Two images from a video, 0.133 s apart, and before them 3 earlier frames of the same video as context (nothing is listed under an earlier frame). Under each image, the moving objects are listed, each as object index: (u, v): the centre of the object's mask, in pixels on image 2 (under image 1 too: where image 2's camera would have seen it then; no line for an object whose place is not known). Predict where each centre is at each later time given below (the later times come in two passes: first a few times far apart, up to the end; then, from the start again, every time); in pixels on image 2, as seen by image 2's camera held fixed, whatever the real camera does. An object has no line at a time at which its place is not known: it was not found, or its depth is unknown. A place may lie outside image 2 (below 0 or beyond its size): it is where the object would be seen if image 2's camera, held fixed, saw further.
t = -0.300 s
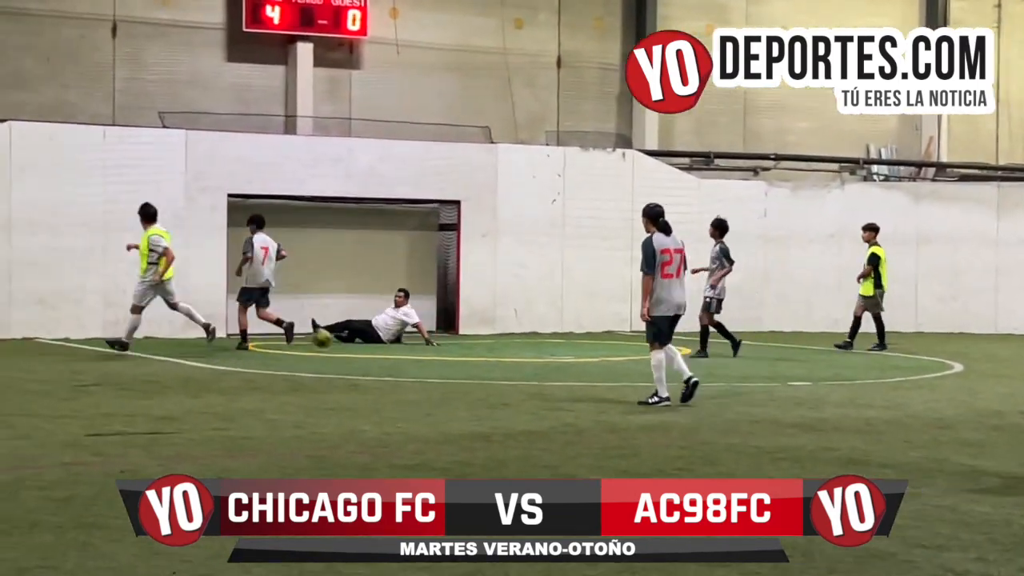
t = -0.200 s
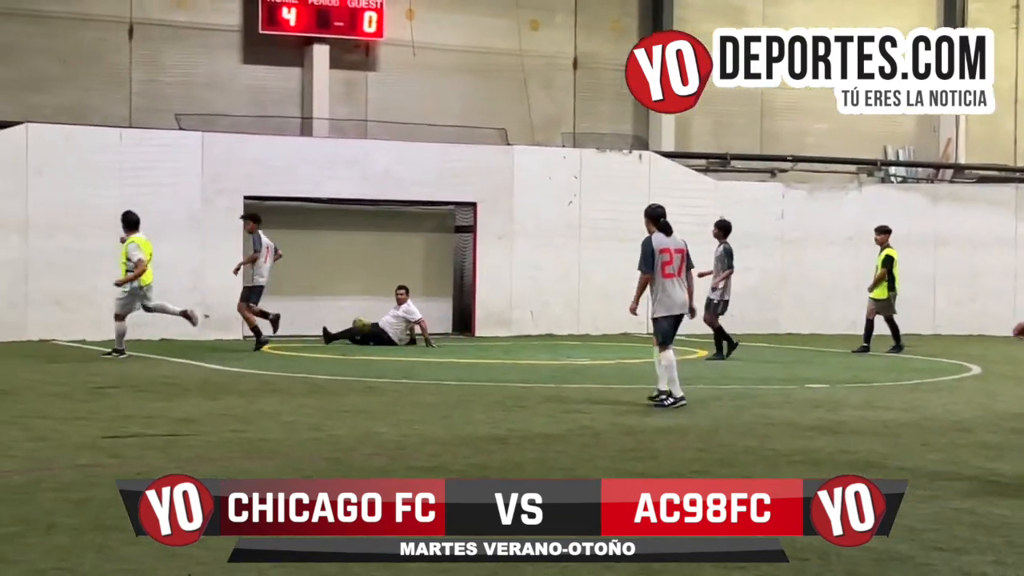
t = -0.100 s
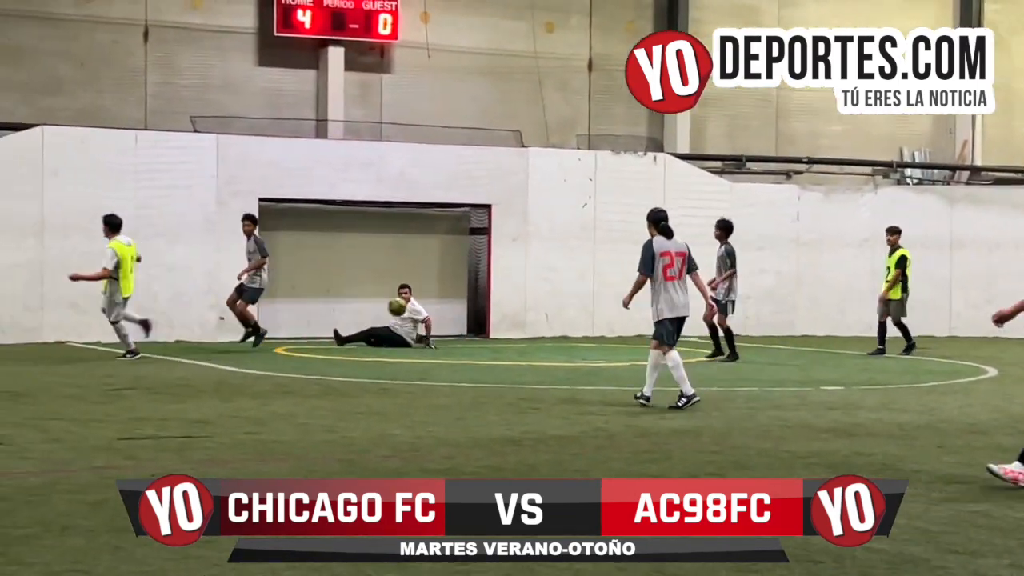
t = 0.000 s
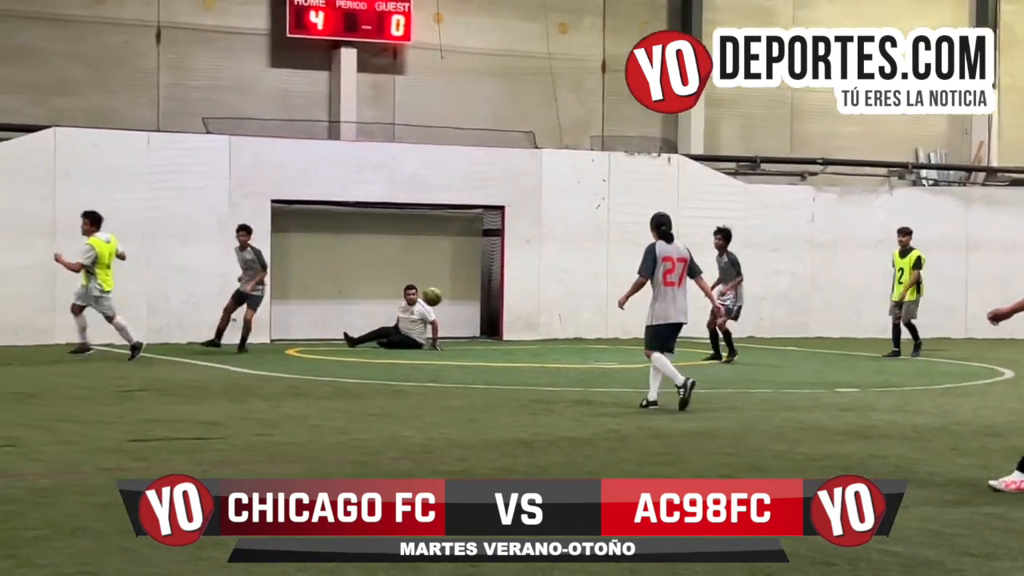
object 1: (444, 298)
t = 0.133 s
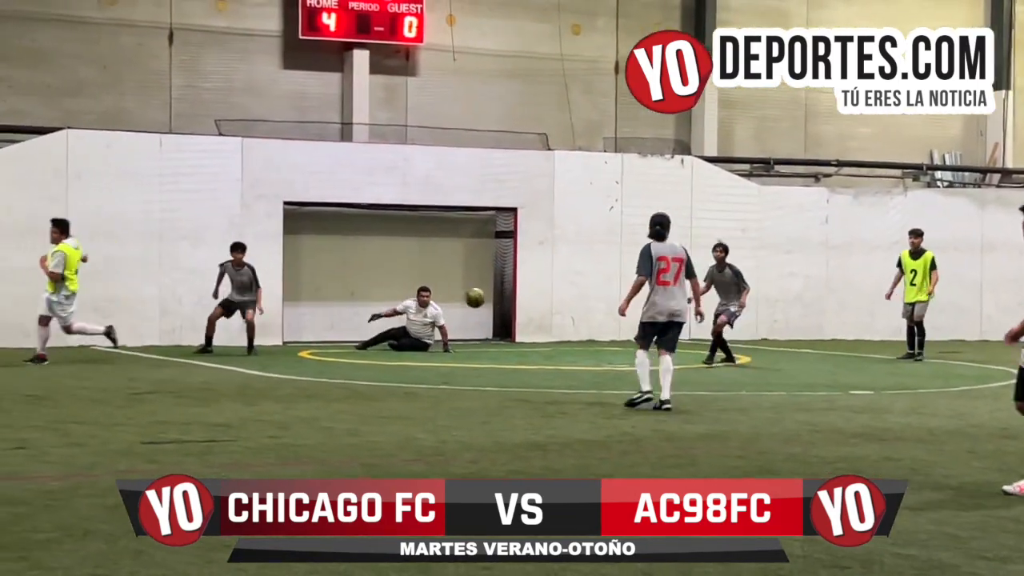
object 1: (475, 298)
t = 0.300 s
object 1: (514, 321)
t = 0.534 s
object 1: (575, 364)
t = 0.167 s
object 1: (482, 300)
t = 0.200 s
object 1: (491, 303)
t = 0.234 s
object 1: (499, 308)
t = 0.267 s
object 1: (506, 313)
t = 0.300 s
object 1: (514, 321)
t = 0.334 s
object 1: (524, 330)
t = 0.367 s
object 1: (531, 340)
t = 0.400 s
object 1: (539, 350)
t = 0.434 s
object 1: (548, 361)
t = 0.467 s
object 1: (556, 375)
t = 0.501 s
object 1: (565, 370)
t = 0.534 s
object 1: (575, 364)
